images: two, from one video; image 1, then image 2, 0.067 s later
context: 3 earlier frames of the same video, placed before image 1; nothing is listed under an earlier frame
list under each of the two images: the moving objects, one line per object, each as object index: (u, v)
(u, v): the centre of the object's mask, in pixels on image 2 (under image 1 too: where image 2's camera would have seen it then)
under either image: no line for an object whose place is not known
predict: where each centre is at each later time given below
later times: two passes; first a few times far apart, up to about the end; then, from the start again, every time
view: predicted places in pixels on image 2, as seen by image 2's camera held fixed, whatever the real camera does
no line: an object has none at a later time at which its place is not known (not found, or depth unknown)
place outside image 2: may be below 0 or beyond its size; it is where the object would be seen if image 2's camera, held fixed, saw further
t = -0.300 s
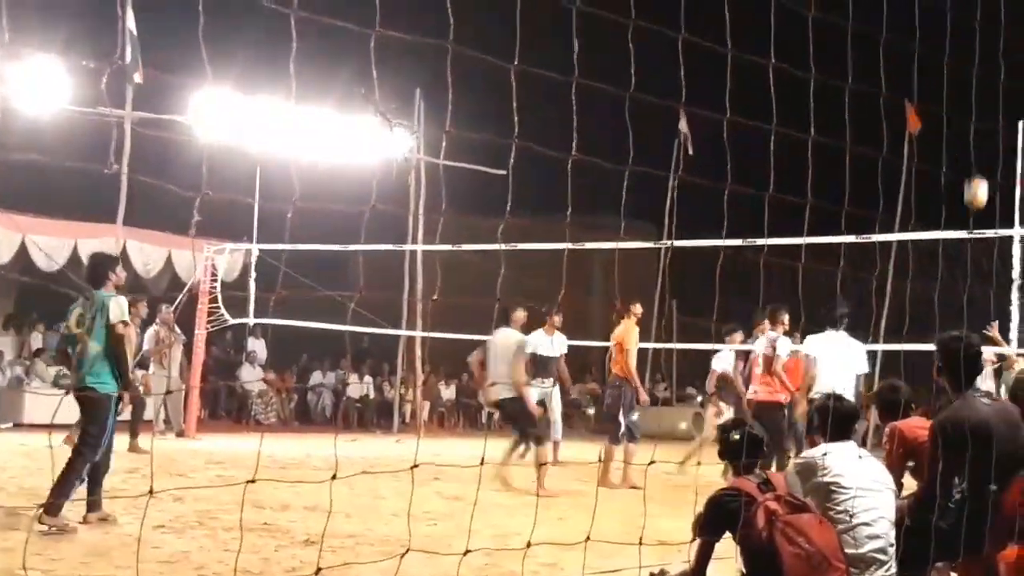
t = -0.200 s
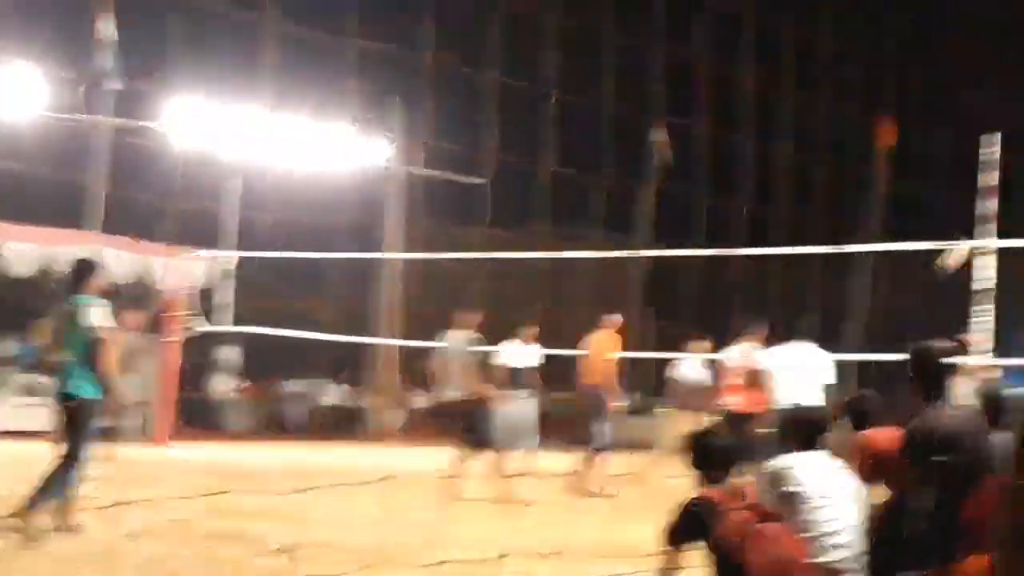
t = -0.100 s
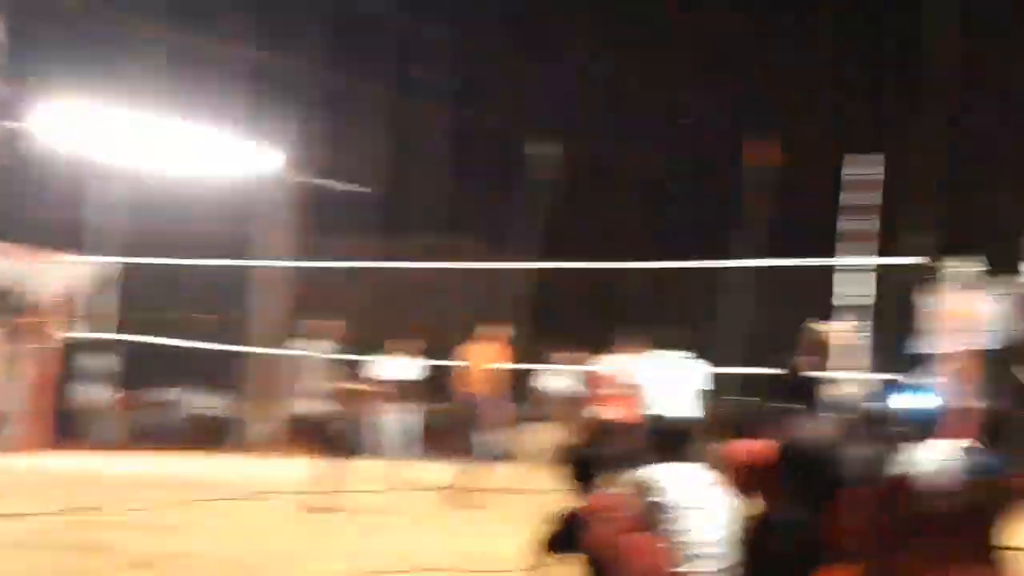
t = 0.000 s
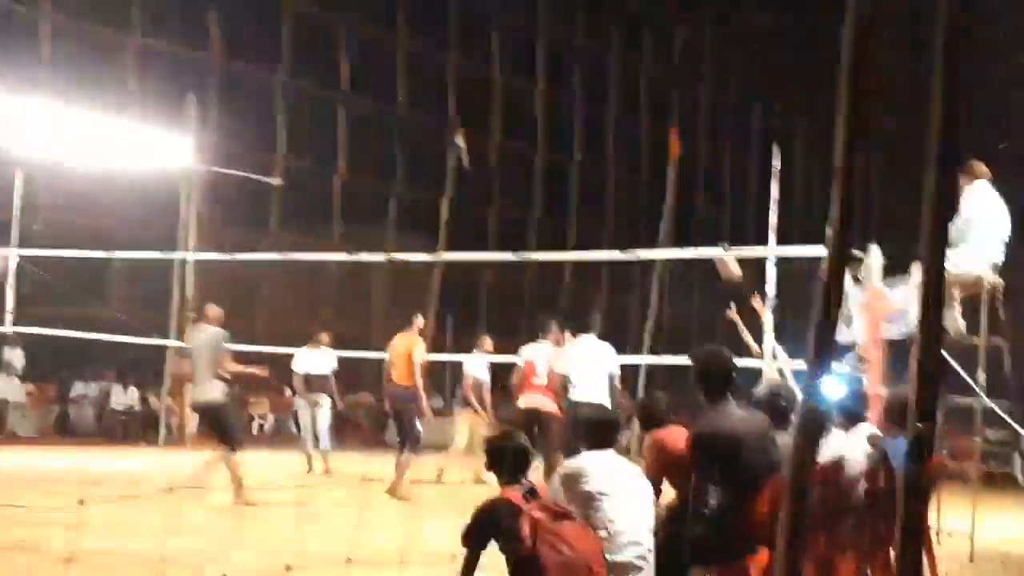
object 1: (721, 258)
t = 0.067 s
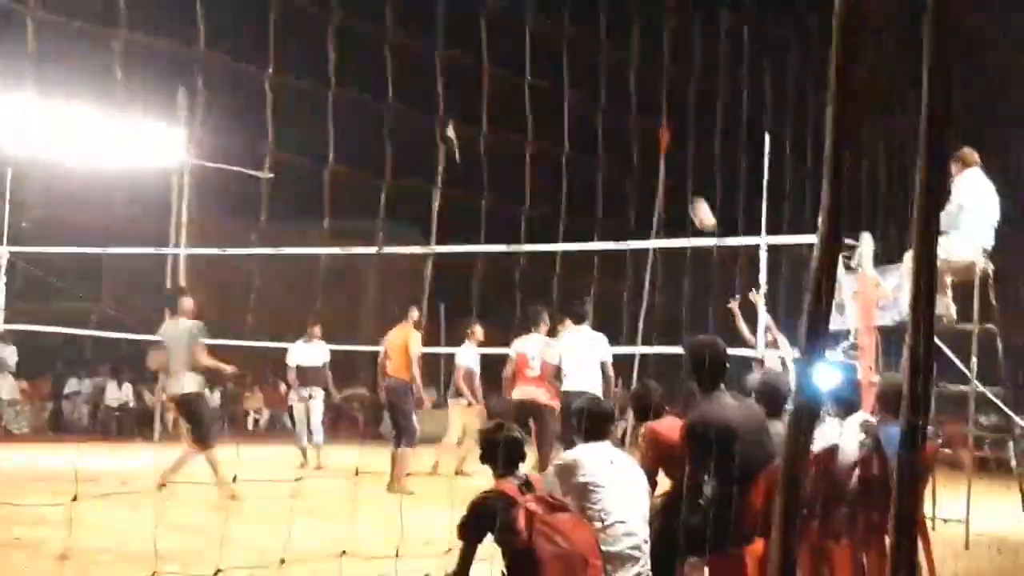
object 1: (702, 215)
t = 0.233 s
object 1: (659, 141)
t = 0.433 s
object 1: (608, 90)
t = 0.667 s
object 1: (550, 77)
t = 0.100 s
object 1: (693, 199)
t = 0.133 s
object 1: (684, 182)
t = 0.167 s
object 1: (676, 167)
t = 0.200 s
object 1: (668, 154)
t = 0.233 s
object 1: (659, 141)
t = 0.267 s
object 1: (651, 130)
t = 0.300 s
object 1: (642, 119)
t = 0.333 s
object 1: (634, 111)
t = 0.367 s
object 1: (626, 102)
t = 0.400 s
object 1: (617, 96)
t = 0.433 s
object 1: (608, 90)
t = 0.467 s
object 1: (600, 85)
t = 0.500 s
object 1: (592, 81)
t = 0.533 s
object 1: (583, 78)
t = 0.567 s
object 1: (574, 76)
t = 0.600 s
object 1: (566, 76)
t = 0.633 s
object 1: (559, 76)
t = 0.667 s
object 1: (550, 77)
